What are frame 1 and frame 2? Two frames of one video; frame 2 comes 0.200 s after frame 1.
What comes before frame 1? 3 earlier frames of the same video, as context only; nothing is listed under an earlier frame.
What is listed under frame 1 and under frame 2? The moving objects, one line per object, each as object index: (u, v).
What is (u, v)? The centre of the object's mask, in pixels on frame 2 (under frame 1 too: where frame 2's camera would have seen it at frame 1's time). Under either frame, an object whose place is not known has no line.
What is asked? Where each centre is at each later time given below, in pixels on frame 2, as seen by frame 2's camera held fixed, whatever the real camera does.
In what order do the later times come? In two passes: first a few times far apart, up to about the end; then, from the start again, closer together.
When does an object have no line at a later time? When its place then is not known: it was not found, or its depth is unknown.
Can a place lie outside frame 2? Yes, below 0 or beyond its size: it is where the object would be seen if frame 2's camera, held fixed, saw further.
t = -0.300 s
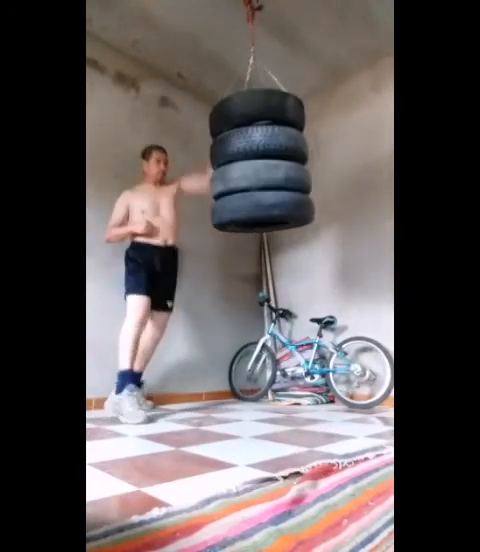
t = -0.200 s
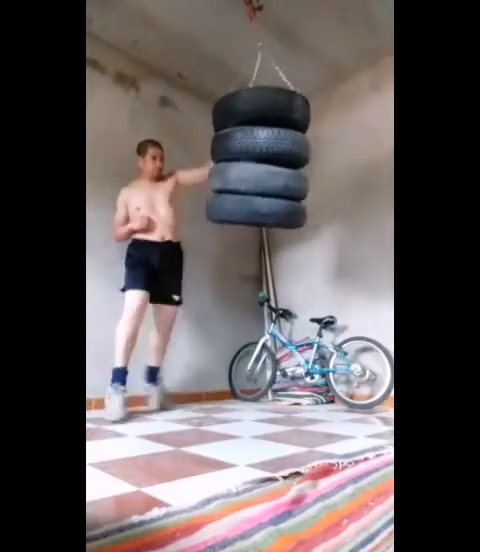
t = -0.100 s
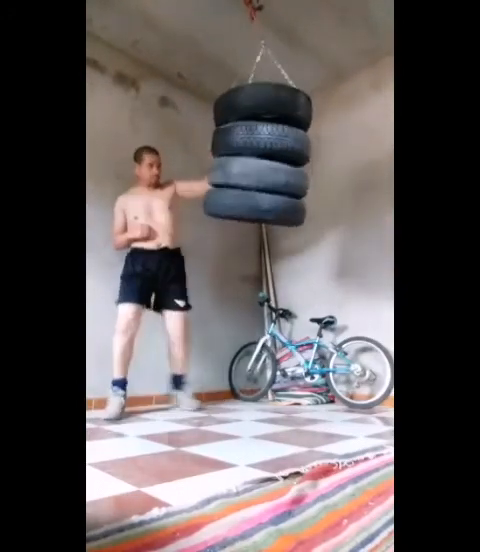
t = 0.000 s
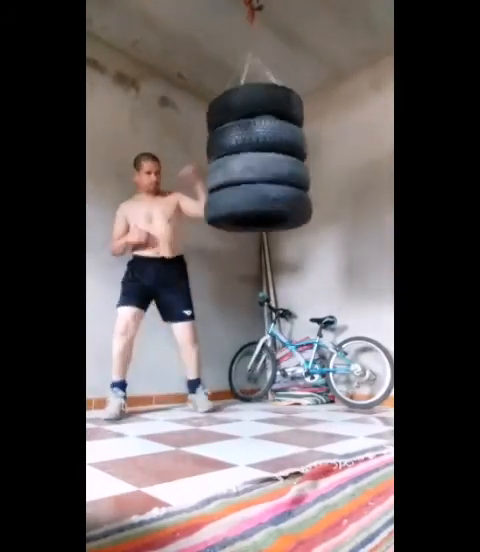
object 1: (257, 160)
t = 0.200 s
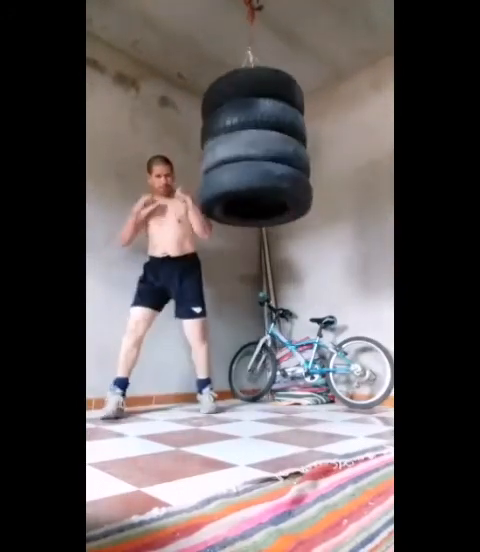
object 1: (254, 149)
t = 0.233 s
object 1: (254, 149)
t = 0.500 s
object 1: (248, 136)
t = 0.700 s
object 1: (248, 125)
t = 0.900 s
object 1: (248, 130)
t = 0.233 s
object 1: (254, 149)
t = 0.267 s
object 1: (254, 149)
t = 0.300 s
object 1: (253, 147)
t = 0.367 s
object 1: (252, 141)
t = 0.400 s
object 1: (251, 139)
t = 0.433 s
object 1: (250, 138)
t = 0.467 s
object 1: (249, 136)
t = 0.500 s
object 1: (248, 136)
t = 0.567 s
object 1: (248, 132)
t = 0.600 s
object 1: (248, 129)
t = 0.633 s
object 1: (248, 127)
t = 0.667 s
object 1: (248, 125)
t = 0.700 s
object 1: (248, 125)
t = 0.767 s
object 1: (248, 126)
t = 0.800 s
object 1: (248, 127)
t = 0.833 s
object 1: (247, 128)
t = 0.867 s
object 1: (248, 129)
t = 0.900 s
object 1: (248, 130)
